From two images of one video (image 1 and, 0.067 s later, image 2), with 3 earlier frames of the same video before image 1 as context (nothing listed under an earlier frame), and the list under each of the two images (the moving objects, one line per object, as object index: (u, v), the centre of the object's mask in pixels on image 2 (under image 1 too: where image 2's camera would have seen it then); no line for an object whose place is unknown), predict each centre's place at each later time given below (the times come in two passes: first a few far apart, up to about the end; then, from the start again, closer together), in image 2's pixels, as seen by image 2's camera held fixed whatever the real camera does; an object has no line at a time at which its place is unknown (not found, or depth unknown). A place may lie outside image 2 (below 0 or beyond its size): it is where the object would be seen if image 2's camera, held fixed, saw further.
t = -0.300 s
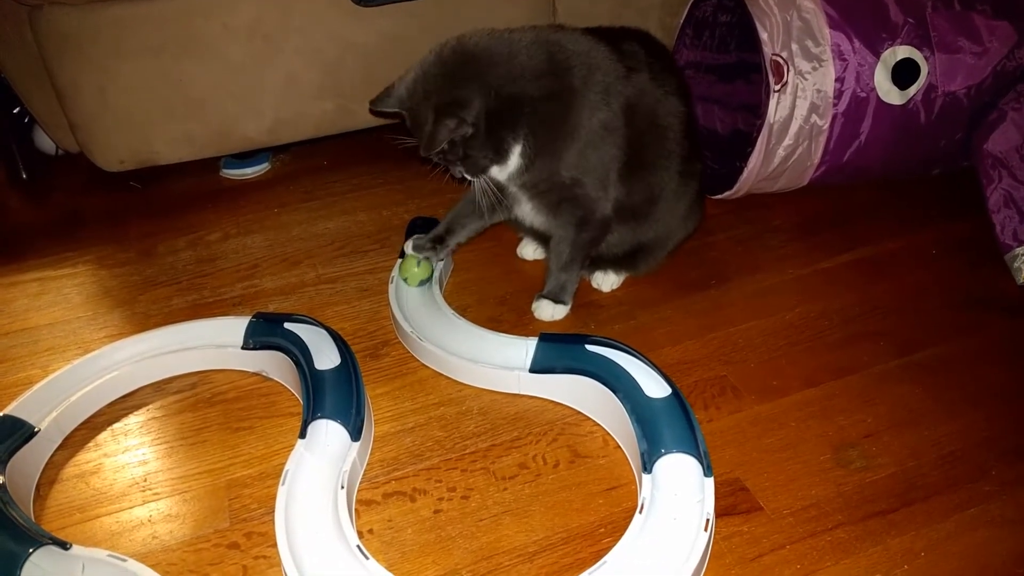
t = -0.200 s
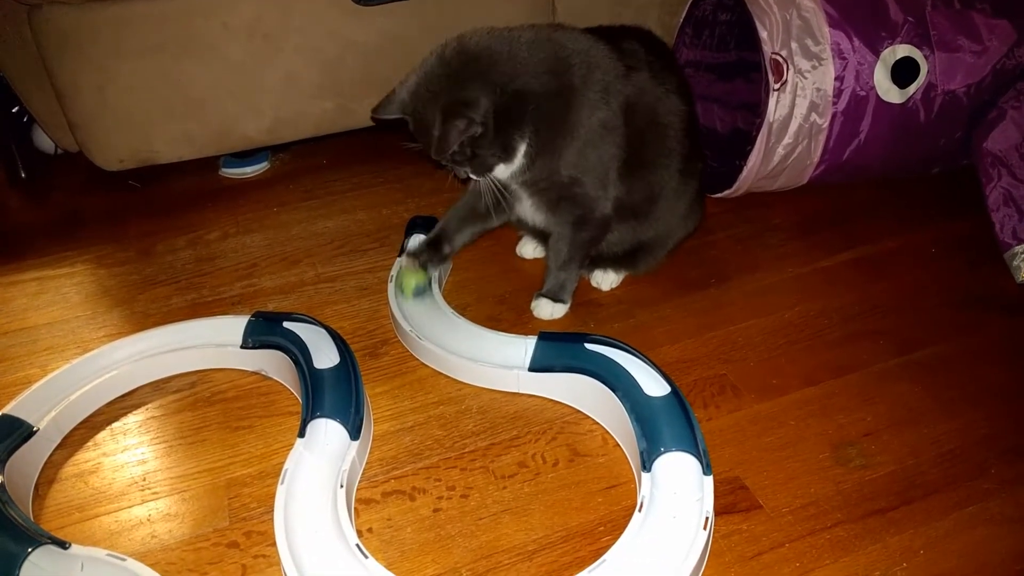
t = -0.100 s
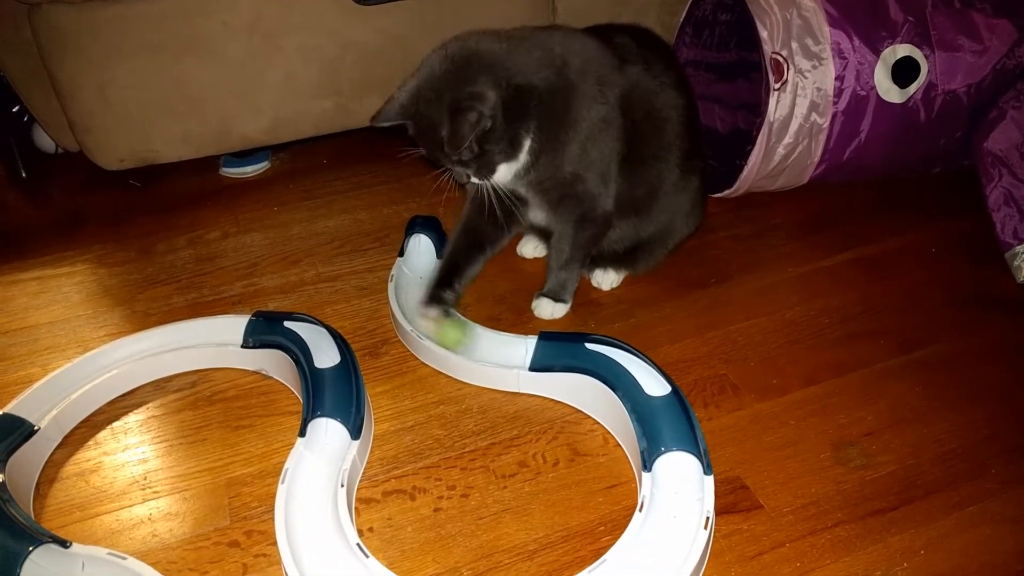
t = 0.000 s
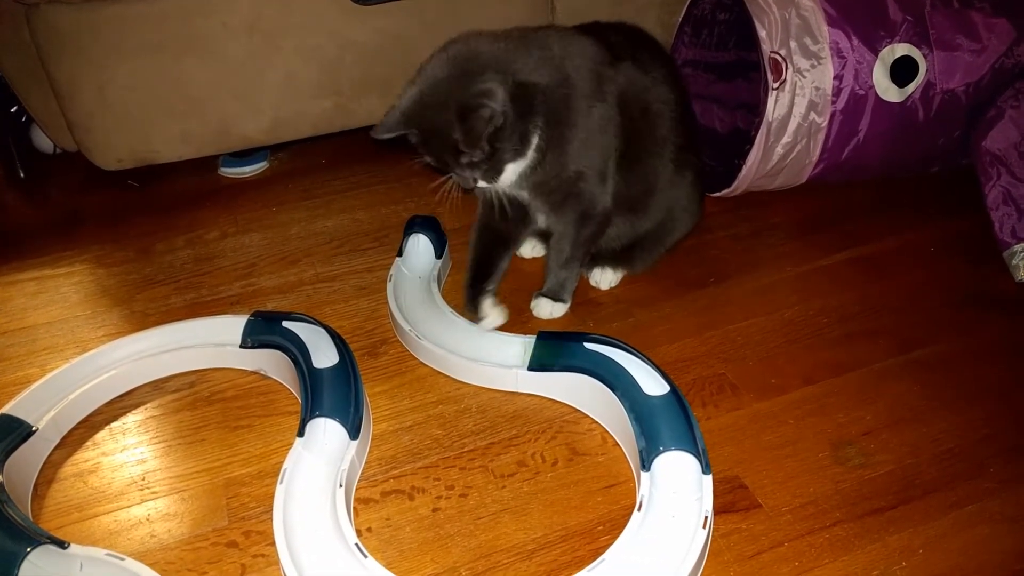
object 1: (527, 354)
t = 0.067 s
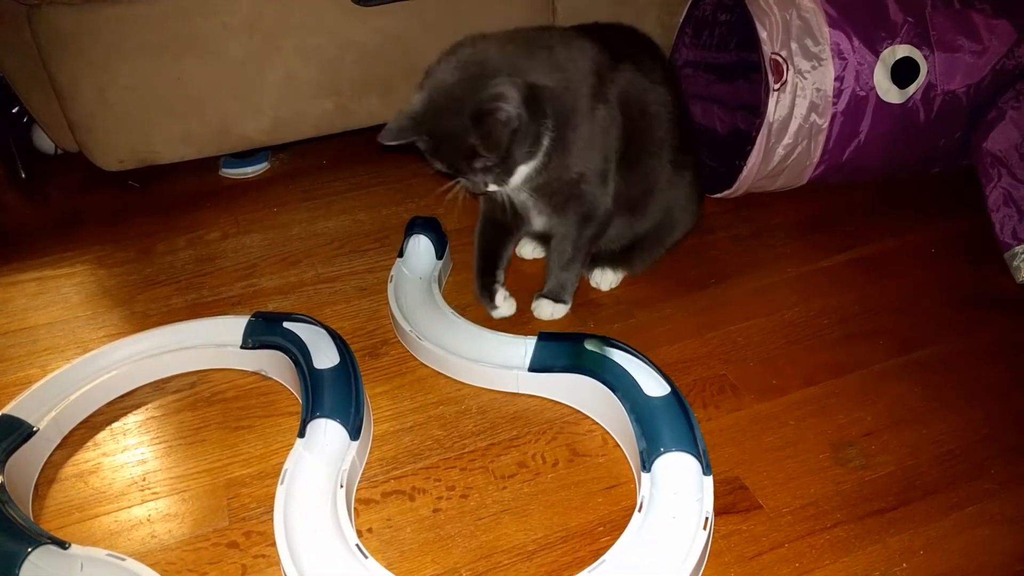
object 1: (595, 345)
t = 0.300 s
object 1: (674, 463)
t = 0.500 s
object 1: (618, 572)
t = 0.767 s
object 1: (377, 588)
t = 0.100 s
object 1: (611, 352)
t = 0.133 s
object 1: (628, 362)
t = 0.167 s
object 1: (642, 375)
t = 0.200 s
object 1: (654, 386)
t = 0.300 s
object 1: (674, 463)
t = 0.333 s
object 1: (676, 477)
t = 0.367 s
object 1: (675, 503)
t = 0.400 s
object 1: (670, 526)
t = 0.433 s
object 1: (658, 549)
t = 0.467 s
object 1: (640, 563)
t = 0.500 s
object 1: (618, 572)
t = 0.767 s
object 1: (377, 588)
